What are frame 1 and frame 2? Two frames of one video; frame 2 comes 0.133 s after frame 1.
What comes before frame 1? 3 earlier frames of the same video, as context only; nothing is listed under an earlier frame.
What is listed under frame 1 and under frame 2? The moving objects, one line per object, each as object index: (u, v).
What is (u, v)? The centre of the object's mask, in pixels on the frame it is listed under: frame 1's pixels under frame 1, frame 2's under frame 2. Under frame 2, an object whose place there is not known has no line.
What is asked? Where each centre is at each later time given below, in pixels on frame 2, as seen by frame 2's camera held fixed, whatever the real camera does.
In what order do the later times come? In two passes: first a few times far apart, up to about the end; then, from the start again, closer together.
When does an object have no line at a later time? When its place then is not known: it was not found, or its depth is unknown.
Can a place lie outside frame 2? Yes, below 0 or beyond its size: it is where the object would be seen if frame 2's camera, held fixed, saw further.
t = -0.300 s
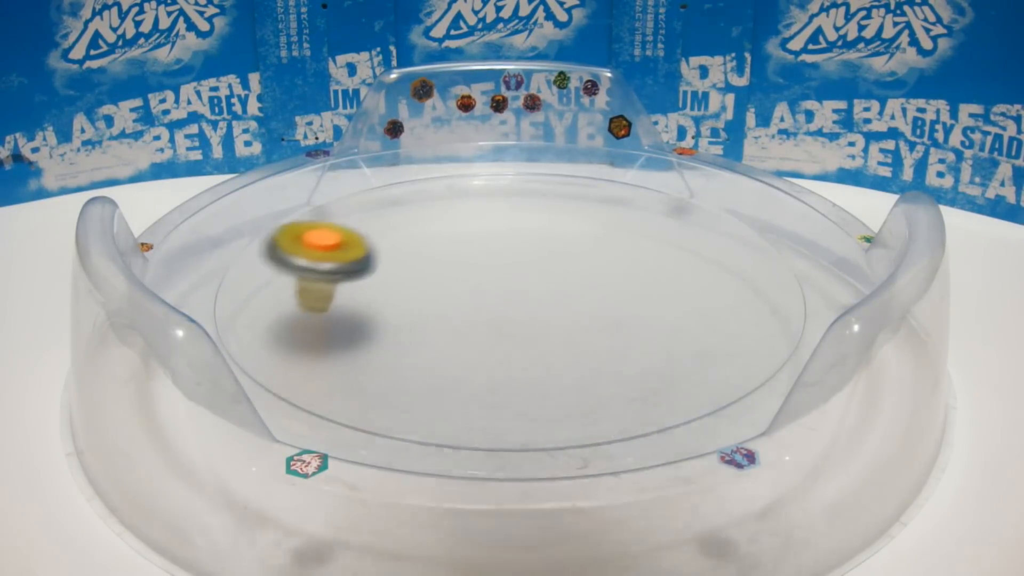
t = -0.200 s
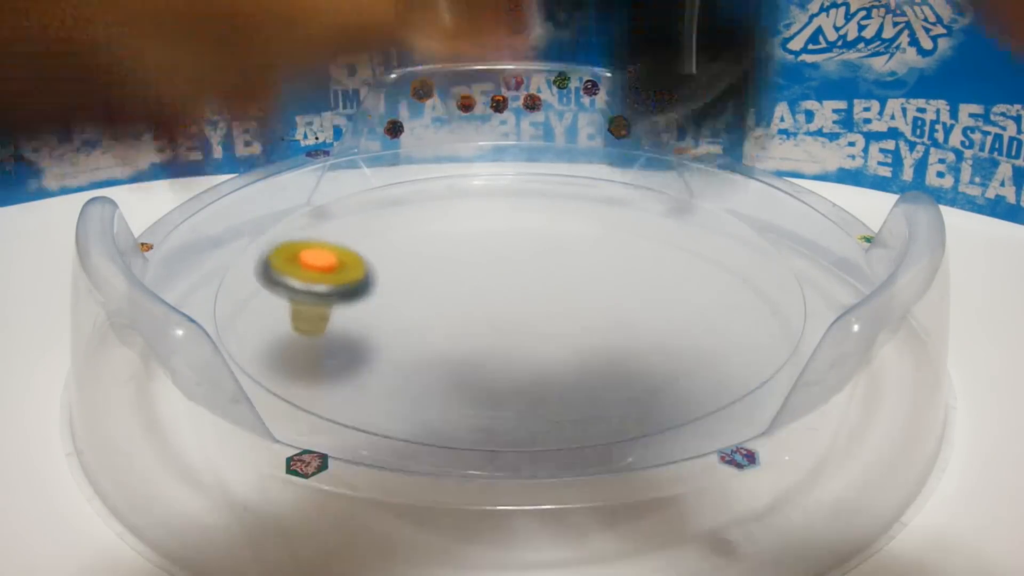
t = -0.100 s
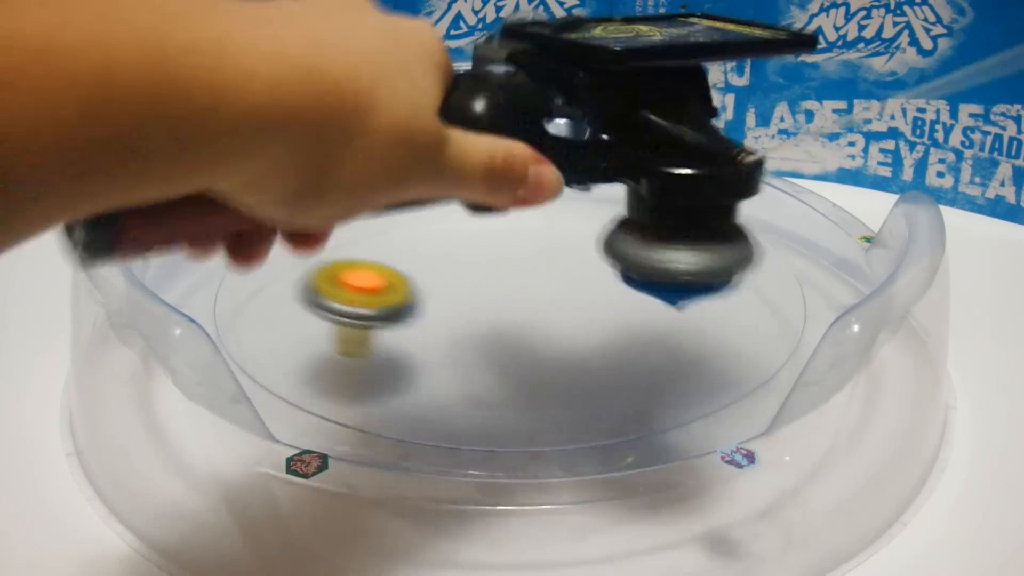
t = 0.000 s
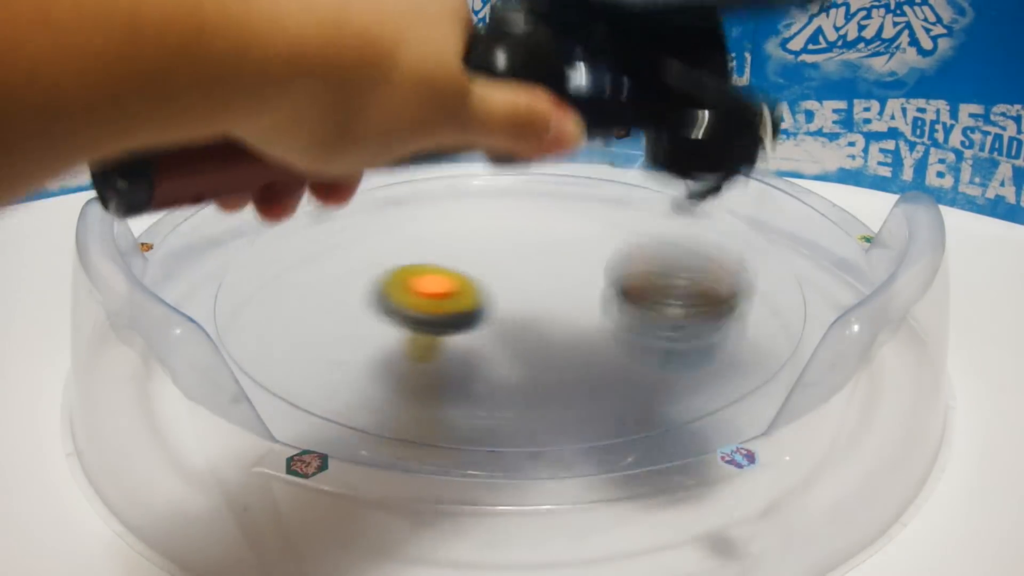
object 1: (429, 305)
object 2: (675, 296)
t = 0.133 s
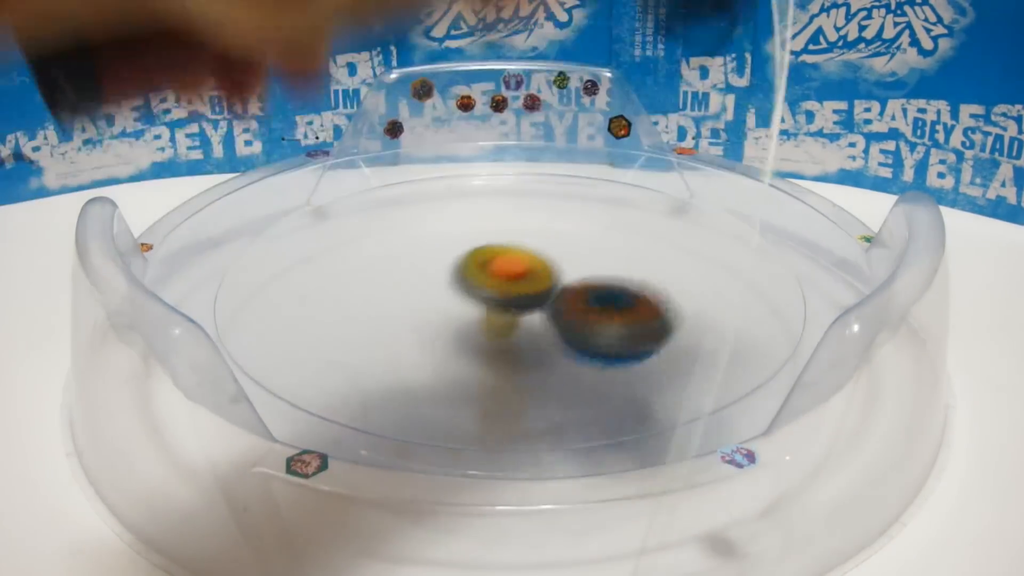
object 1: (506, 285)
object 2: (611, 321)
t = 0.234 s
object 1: (530, 244)
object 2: (563, 320)
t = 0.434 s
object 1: (426, 117)
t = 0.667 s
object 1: (345, 236)
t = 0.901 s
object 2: (414, 258)
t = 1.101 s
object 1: (645, 287)
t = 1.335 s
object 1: (673, 216)
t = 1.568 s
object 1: (577, 163)
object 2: (471, 246)
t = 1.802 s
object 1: (594, 158)
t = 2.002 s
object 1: (509, 235)
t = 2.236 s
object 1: (505, 240)
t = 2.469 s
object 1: (378, 255)
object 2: (675, 217)
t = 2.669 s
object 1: (360, 303)
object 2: (602, 196)
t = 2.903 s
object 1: (489, 333)
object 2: (496, 237)
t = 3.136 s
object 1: (660, 326)
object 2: (498, 249)
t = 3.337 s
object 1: (775, 305)
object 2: (484, 241)
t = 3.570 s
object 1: (719, 247)
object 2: (508, 283)
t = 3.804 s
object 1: (607, 185)
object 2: (524, 301)
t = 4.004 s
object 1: (517, 142)
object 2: (502, 318)
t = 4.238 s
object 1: (391, 153)
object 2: (555, 297)
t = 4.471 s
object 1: (322, 209)
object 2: (514, 286)
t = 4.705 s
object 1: (374, 296)
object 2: (482, 297)
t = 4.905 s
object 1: (493, 334)
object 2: (512, 275)
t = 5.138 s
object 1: (638, 318)
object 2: (490, 282)
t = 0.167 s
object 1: (517, 277)
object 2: (589, 340)
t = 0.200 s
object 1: (525, 263)
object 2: (573, 326)
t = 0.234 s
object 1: (530, 244)
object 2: (563, 320)
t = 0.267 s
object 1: (522, 195)
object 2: (561, 331)
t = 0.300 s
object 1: (510, 148)
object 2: (557, 345)
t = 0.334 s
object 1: (496, 104)
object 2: (554, 351)
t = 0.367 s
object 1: (473, 91)
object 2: (550, 354)
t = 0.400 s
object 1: (451, 96)
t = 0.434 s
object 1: (426, 117)
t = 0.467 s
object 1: (403, 162)
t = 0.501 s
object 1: (388, 161)
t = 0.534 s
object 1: (373, 173)
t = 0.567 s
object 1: (358, 198)
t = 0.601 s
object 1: (348, 211)
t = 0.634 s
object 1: (344, 223)
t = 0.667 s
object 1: (345, 236)
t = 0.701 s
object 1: (350, 248)
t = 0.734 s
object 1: (361, 261)
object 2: (527, 283)
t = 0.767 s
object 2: (508, 276)
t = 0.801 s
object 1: (395, 285)
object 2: (489, 269)
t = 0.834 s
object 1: (421, 297)
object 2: (475, 258)
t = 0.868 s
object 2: (440, 249)
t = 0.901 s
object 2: (414, 258)
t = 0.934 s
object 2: (400, 265)
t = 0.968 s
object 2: (383, 269)
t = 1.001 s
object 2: (371, 277)
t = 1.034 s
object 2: (365, 285)
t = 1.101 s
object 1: (645, 287)
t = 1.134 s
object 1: (662, 277)
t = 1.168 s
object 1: (675, 267)
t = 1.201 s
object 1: (683, 256)
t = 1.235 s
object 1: (687, 245)
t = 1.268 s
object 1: (687, 235)
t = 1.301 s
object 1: (682, 225)
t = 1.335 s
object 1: (673, 216)
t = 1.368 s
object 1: (661, 209)
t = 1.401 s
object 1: (645, 203)
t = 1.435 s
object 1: (626, 199)
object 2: (530, 292)
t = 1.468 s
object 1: (606, 198)
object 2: (529, 281)
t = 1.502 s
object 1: (585, 198)
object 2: (524, 269)
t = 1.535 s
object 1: (568, 195)
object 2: (512, 260)
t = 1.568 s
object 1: (577, 163)
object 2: (471, 246)
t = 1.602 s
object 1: (590, 148)
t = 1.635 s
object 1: (602, 153)
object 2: (383, 258)
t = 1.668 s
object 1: (608, 136)
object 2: (351, 262)
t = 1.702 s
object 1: (610, 128)
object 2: (329, 265)
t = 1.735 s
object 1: (612, 136)
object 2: (315, 269)
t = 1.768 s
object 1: (604, 147)
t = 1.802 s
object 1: (594, 158)
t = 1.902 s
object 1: (547, 202)
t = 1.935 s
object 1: (530, 215)
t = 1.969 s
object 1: (518, 225)
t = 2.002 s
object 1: (509, 235)
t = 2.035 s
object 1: (506, 242)
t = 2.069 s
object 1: (505, 242)
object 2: (538, 312)
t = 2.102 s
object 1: (506, 240)
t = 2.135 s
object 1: (506, 236)
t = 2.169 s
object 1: (507, 236)
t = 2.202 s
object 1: (506, 237)
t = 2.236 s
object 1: (505, 240)
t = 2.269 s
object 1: (504, 244)
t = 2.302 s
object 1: (505, 248)
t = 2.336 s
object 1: (506, 252)
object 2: (624, 263)
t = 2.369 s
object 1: (482, 248)
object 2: (635, 250)
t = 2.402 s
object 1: (438, 250)
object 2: (658, 237)
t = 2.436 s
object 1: (404, 252)
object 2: (670, 226)
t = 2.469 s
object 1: (378, 255)
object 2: (675, 217)
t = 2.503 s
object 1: (362, 260)
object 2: (673, 209)
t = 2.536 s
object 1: (353, 268)
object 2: (666, 204)
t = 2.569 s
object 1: (349, 276)
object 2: (653, 199)
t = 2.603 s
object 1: (350, 286)
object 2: (638, 196)
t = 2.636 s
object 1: (354, 295)
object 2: (621, 195)
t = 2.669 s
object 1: (360, 303)
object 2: (602, 196)
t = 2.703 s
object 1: (370, 311)
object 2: (582, 198)
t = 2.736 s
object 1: (383, 318)
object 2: (562, 202)
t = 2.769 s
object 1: (400, 324)
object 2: (544, 206)
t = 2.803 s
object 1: (419, 328)
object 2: (527, 212)
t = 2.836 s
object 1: (442, 332)
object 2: (514, 219)
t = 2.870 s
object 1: (465, 334)
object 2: (503, 228)
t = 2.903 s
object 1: (489, 333)
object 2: (496, 237)
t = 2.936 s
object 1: (511, 330)
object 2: (492, 246)
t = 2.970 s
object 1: (531, 326)
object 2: (491, 254)
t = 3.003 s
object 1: (550, 320)
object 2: (493, 262)
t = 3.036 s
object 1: (565, 314)
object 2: (498, 271)
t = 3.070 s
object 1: (584, 305)
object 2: (504, 276)
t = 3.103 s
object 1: (625, 321)
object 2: (502, 262)
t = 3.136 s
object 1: (660, 326)
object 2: (498, 249)
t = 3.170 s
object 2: (495, 240)
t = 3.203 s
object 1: (723, 331)
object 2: (492, 234)
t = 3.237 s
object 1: (741, 327)
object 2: (491, 231)
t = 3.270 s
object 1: (754, 321)
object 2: (489, 232)
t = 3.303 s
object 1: (765, 313)
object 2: (486, 236)
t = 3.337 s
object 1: (775, 305)
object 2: (484, 241)
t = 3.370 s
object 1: (783, 297)
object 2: (483, 248)
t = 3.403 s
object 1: (788, 288)
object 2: (483, 255)
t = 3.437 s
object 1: (784, 279)
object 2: (484, 261)
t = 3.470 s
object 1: (772, 270)
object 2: (487, 268)
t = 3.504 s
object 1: (756, 259)
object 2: (492, 274)
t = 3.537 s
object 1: (738, 252)
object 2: (499, 278)
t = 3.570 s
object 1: (719, 247)
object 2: (508, 283)
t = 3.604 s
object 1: (698, 242)
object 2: (518, 285)
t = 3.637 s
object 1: (675, 238)
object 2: (528, 286)
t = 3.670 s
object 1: (652, 235)
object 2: (538, 287)
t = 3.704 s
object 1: (628, 233)
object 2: (547, 285)
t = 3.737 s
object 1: (607, 220)
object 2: (553, 285)
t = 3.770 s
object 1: (606, 194)
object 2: (540, 290)
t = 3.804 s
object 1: (607, 185)
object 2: (524, 301)
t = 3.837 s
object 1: (602, 175)
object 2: (511, 307)
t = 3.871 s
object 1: (592, 165)
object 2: (500, 311)
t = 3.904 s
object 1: (577, 155)
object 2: (494, 315)
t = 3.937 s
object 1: (559, 149)
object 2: (493, 318)
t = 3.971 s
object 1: (538, 145)
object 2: (496, 319)
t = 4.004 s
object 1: (517, 142)
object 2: (502, 318)
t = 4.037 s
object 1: (497, 139)
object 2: (511, 317)
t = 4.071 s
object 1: (478, 139)
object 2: (521, 315)
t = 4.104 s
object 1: (458, 143)
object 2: (532, 312)
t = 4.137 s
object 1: (439, 144)
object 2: (541, 309)
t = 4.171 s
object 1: (423, 147)
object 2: (548, 305)
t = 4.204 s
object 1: (406, 150)
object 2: (553, 302)
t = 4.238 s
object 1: (391, 153)
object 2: (555, 297)
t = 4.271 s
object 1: (377, 159)
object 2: (555, 294)
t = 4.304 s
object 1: (364, 165)
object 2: (551, 290)
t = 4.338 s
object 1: (353, 172)
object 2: (547, 288)
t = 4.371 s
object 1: (342, 180)
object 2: (539, 286)
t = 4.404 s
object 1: (333, 188)
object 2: (531, 285)
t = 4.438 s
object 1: (327, 198)
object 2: (523, 285)
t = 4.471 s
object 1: (322, 209)
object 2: (514, 286)
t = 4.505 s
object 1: (320, 221)
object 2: (505, 287)
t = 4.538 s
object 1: (321, 234)
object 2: (497, 289)
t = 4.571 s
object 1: (324, 247)
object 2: (491, 290)
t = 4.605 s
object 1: (332, 261)
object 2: (485, 292)
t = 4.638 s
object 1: (343, 273)
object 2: (482, 294)
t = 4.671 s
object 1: (357, 284)
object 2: (481, 296)
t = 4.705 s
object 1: (374, 296)
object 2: (482, 297)
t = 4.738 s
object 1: (393, 304)
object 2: (490, 299)
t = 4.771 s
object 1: (415, 312)
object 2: (500, 299)
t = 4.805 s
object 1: (430, 321)
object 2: (510, 294)
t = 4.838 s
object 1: (449, 326)
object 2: (516, 288)
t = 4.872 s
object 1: (470, 332)
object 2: (516, 280)
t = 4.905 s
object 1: (493, 334)
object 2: (512, 275)
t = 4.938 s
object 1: (516, 336)
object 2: (508, 274)
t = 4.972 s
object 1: (537, 335)
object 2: (505, 275)
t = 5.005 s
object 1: (563, 334)
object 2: (504, 277)
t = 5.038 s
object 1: (586, 332)
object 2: (503, 279)
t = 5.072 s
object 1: (606, 329)
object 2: (500, 281)
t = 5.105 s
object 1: (624, 324)
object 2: (495, 281)
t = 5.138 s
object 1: (638, 318)
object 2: (490, 282)
